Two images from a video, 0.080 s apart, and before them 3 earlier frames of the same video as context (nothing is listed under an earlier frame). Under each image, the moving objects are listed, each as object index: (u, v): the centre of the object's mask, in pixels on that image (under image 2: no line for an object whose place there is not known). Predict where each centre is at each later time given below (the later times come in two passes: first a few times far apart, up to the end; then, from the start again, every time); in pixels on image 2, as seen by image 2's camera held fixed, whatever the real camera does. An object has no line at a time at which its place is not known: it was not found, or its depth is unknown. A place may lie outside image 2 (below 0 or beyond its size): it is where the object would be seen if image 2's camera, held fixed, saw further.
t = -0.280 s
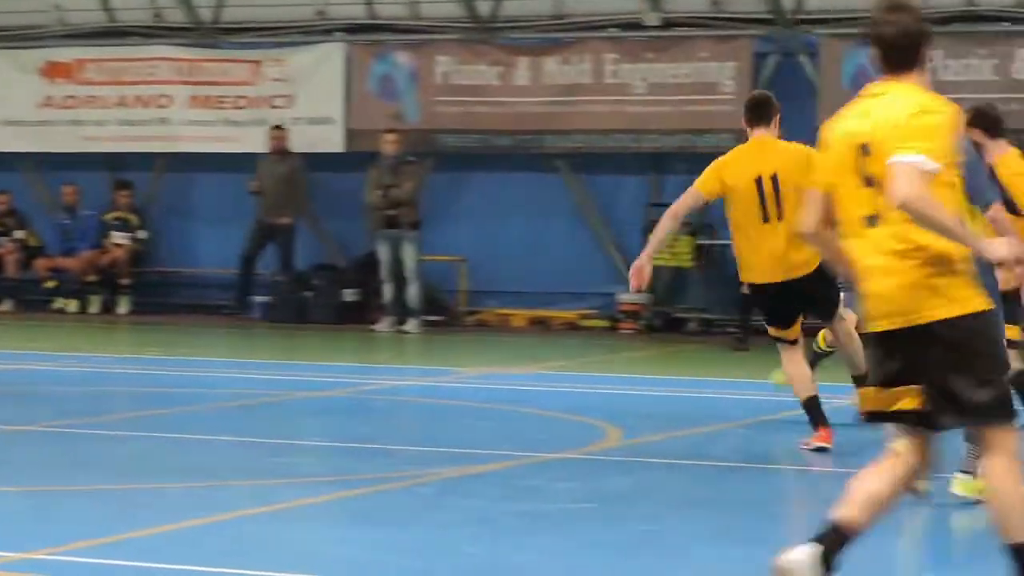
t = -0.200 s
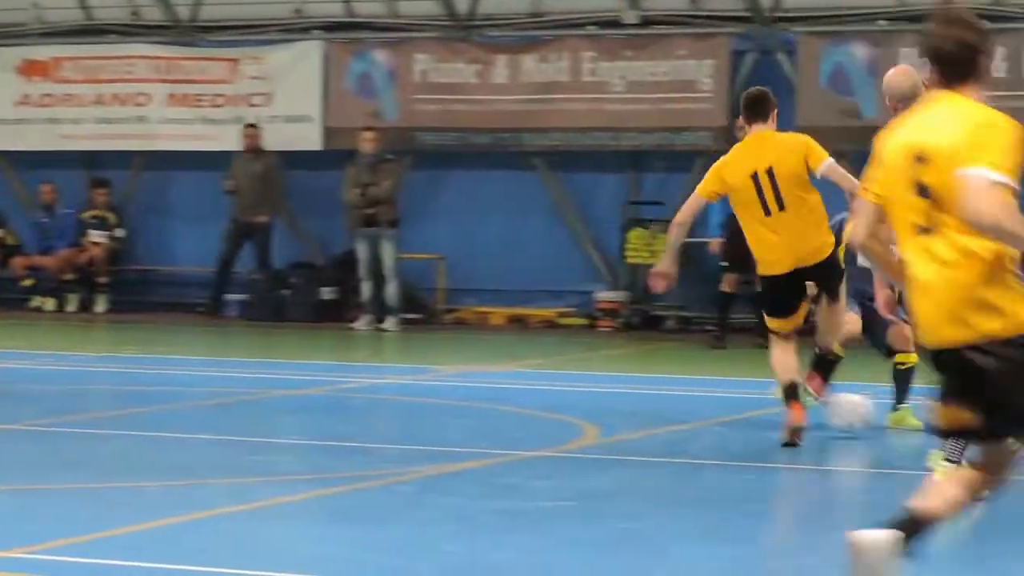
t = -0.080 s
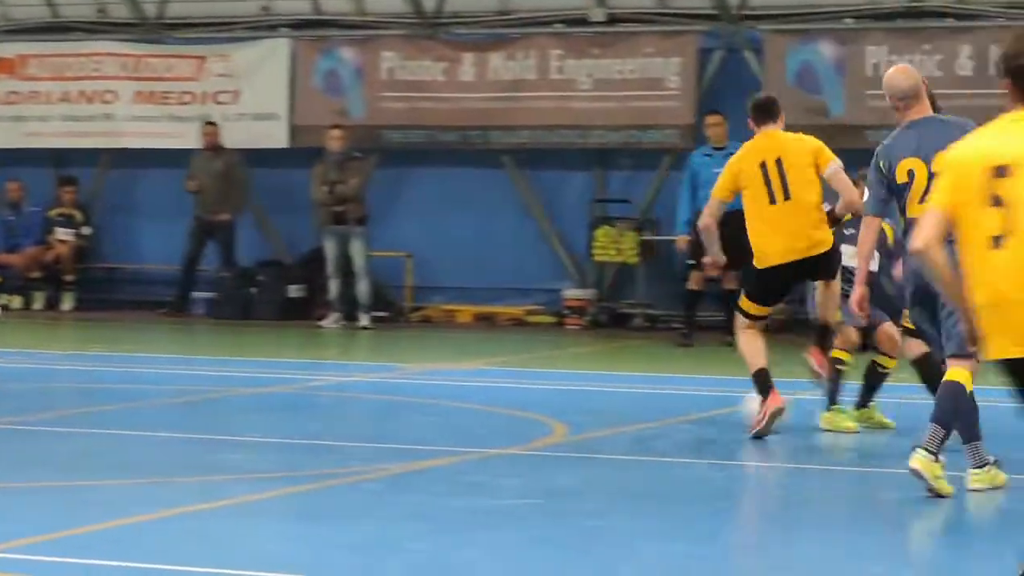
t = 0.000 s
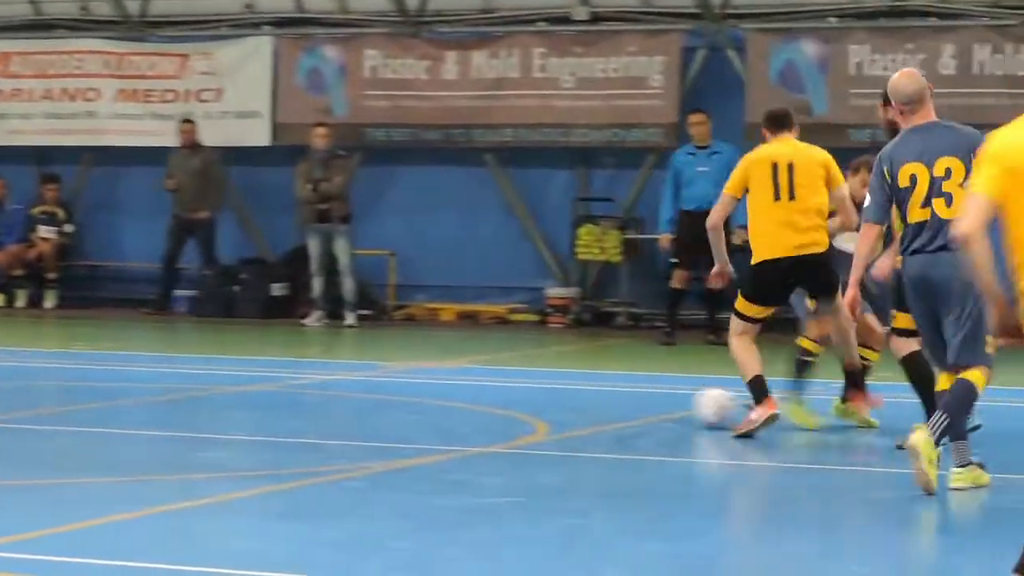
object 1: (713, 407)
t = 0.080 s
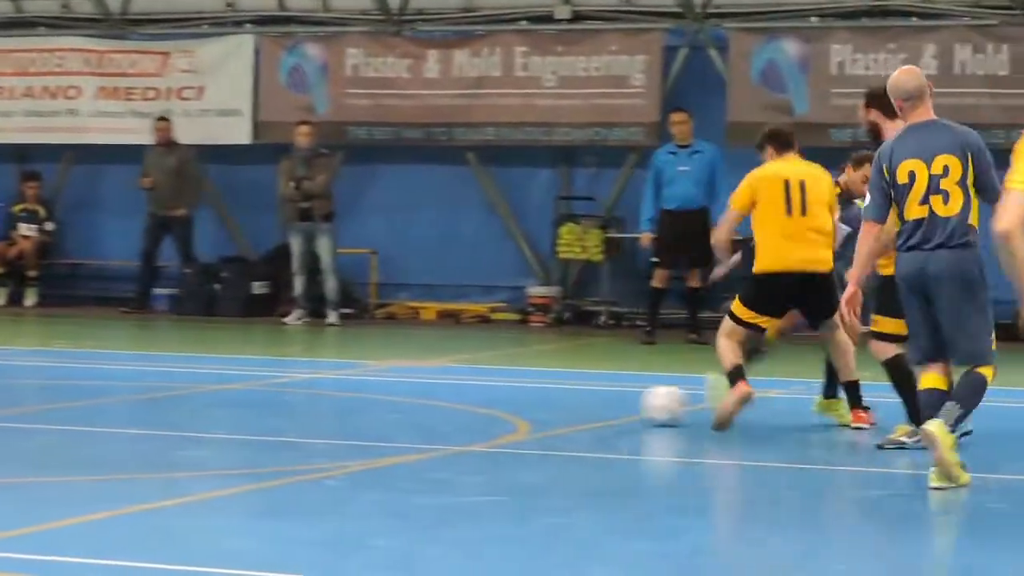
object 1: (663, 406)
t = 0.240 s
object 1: (602, 402)
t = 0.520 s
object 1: (501, 396)
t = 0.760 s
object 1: (425, 391)
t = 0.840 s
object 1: (403, 389)
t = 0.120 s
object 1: (649, 405)
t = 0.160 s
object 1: (632, 404)
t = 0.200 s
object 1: (617, 403)
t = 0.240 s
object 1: (602, 402)
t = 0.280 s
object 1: (588, 401)
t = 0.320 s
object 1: (573, 401)
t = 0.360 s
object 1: (558, 400)
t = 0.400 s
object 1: (542, 399)
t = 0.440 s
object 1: (528, 398)
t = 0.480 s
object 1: (514, 397)
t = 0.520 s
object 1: (501, 396)
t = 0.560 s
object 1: (488, 395)
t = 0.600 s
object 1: (474, 394)
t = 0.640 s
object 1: (461, 394)
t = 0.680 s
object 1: (449, 393)
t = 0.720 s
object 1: (437, 392)
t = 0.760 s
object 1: (425, 391)
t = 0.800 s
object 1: (413, 390)
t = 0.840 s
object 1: (403, 389)
